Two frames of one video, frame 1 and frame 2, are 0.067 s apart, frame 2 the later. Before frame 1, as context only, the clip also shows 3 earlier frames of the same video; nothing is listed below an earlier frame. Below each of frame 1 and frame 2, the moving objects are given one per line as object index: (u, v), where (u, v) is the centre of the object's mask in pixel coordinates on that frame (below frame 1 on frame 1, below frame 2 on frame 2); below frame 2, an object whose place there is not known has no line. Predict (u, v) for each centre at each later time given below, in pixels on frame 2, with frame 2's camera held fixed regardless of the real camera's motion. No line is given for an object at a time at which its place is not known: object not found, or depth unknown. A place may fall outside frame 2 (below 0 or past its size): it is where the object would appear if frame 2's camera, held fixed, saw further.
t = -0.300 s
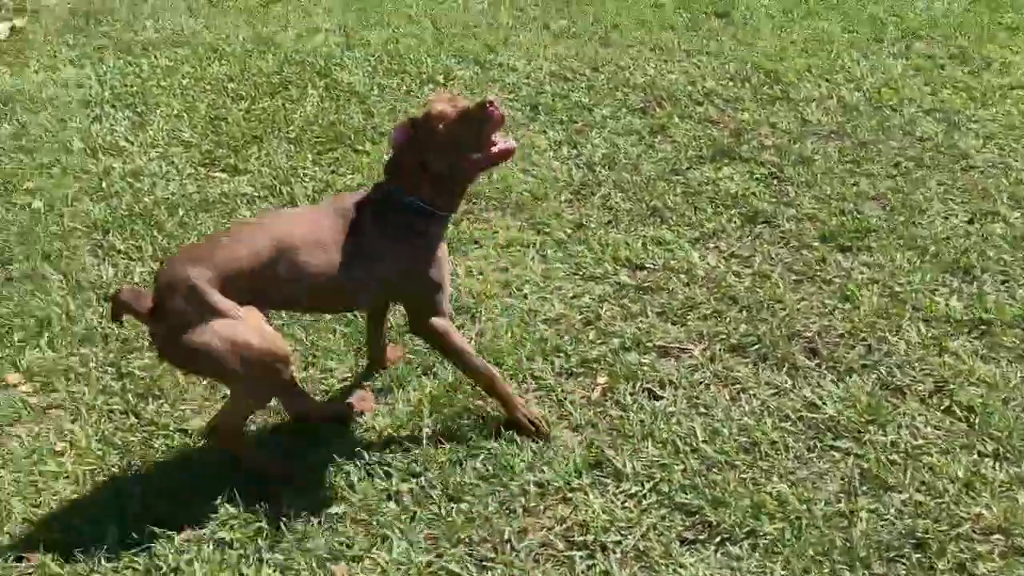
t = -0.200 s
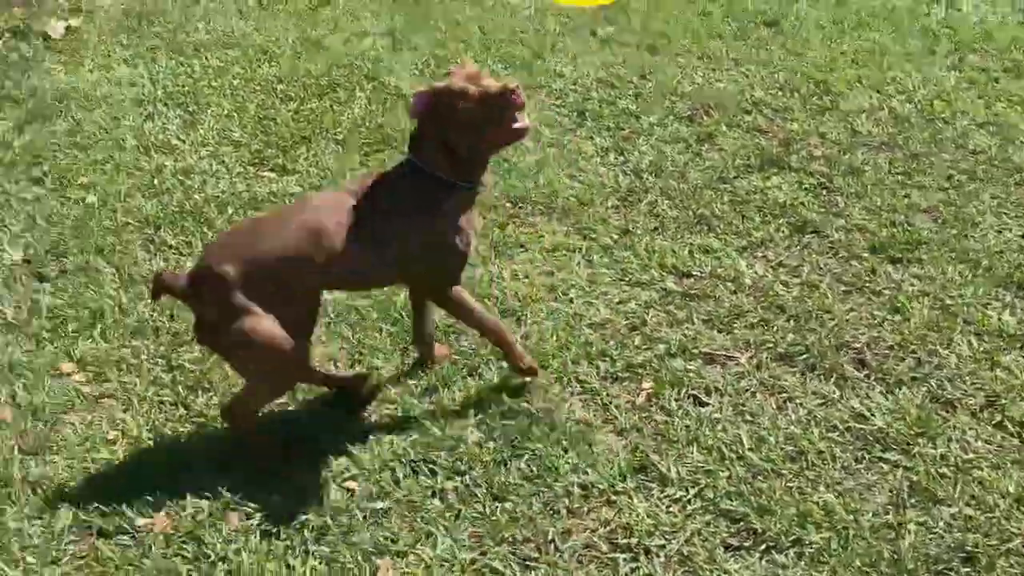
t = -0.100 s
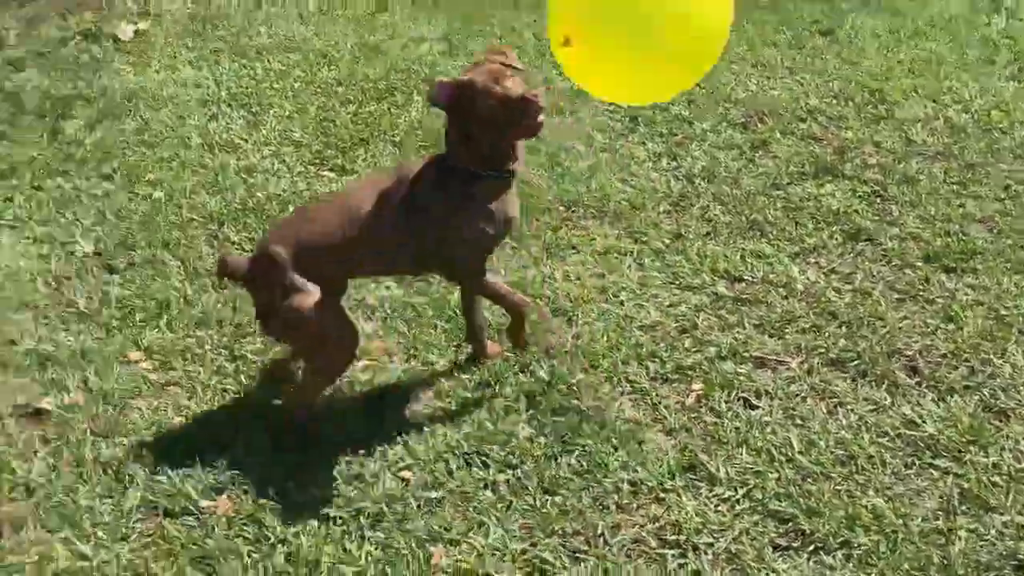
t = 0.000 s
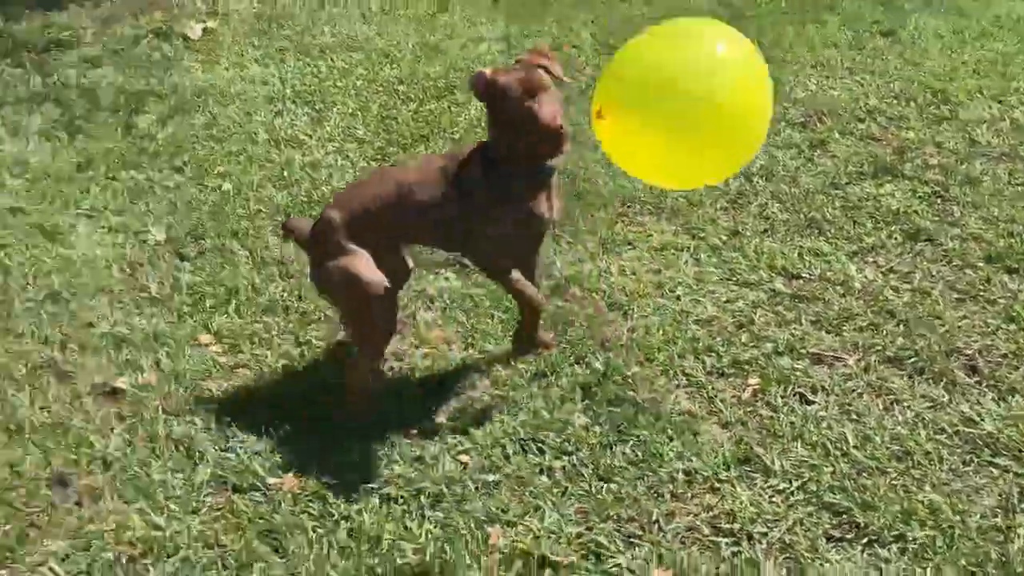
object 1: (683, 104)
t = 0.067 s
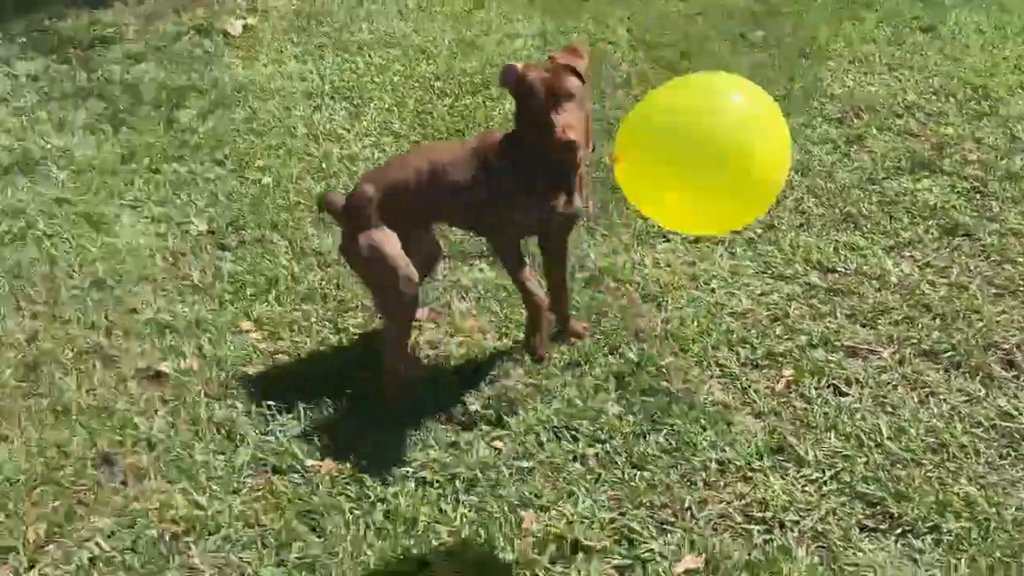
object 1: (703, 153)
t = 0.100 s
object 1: (695, 182)
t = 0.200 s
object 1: (667, 265)
